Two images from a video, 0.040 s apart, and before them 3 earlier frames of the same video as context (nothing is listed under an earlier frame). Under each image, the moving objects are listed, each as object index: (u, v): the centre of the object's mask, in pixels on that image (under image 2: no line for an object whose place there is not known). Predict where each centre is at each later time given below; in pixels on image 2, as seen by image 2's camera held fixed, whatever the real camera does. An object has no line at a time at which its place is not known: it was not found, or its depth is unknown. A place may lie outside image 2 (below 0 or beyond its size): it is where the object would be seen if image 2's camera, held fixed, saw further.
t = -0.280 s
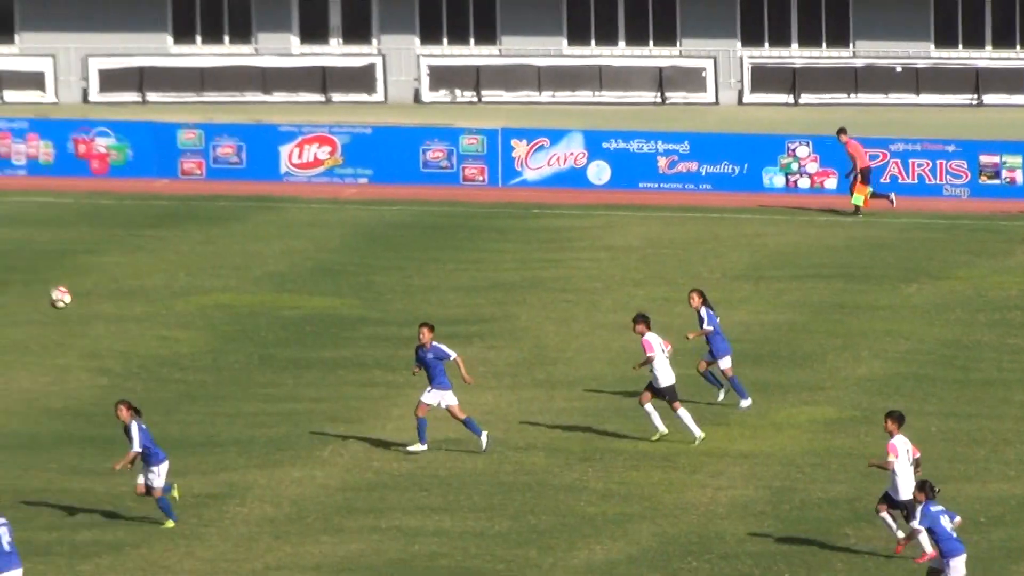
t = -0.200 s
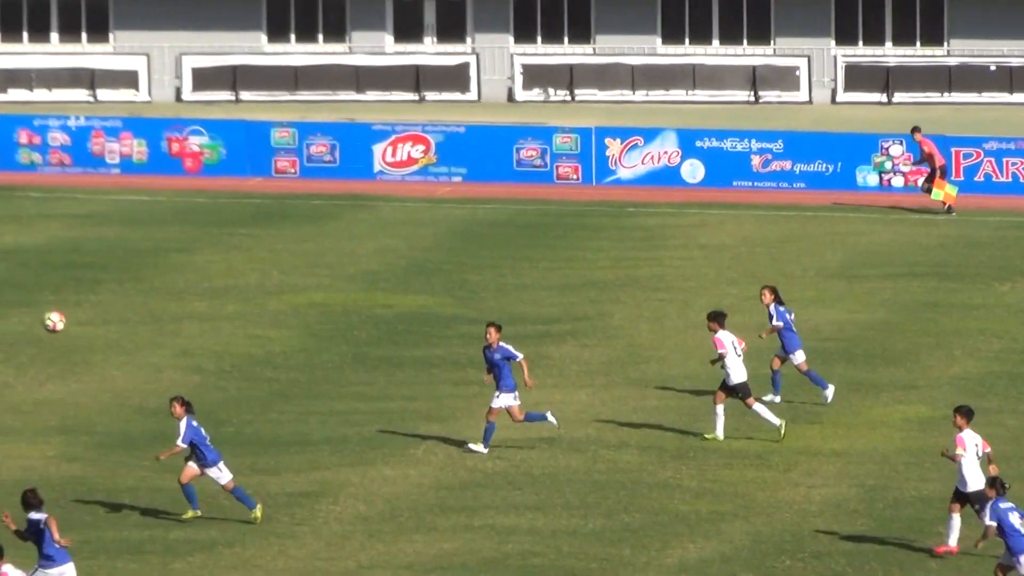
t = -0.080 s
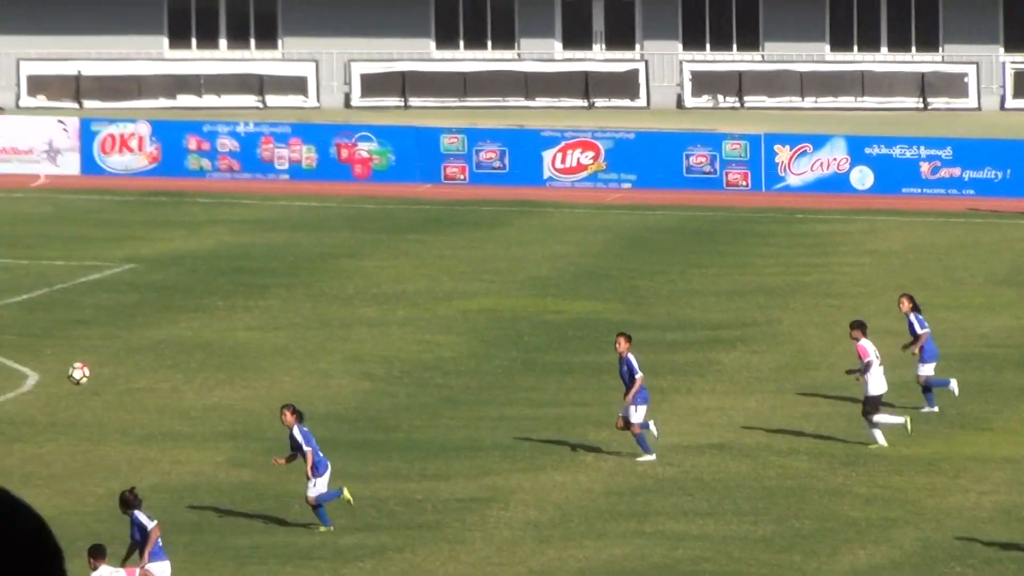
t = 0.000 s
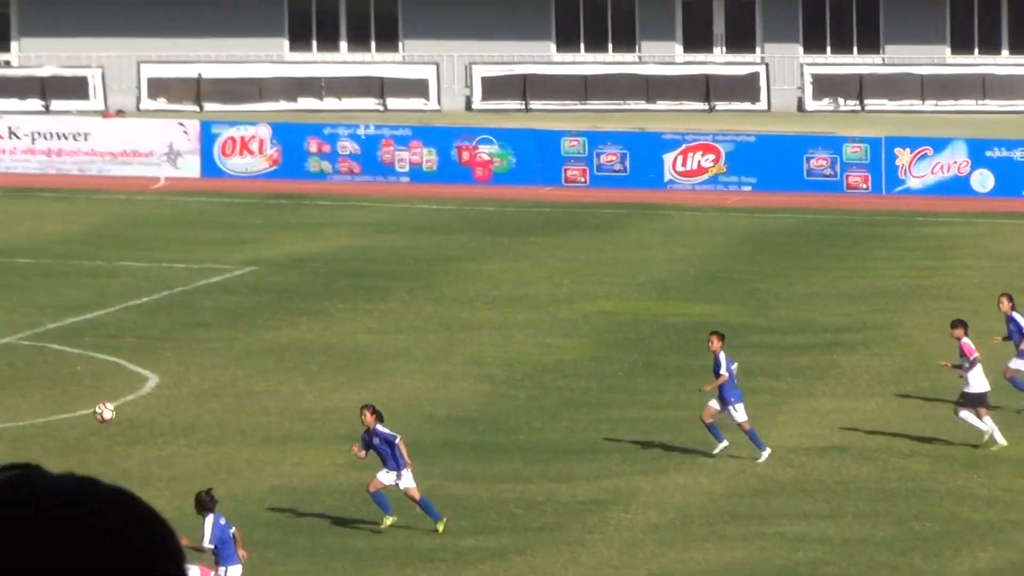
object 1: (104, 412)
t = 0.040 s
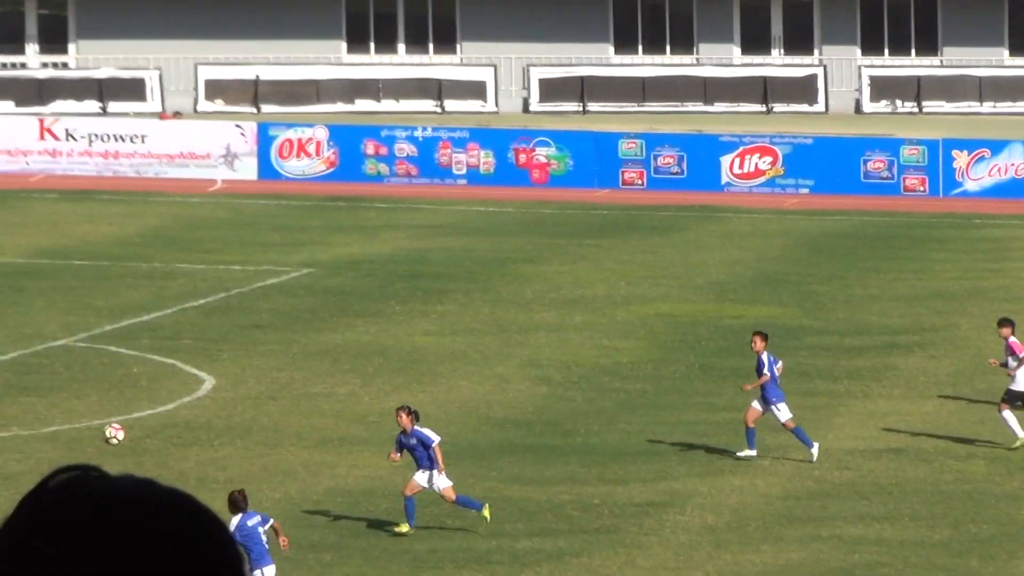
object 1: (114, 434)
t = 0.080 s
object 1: (61, 457)
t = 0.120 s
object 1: (6, 481)
